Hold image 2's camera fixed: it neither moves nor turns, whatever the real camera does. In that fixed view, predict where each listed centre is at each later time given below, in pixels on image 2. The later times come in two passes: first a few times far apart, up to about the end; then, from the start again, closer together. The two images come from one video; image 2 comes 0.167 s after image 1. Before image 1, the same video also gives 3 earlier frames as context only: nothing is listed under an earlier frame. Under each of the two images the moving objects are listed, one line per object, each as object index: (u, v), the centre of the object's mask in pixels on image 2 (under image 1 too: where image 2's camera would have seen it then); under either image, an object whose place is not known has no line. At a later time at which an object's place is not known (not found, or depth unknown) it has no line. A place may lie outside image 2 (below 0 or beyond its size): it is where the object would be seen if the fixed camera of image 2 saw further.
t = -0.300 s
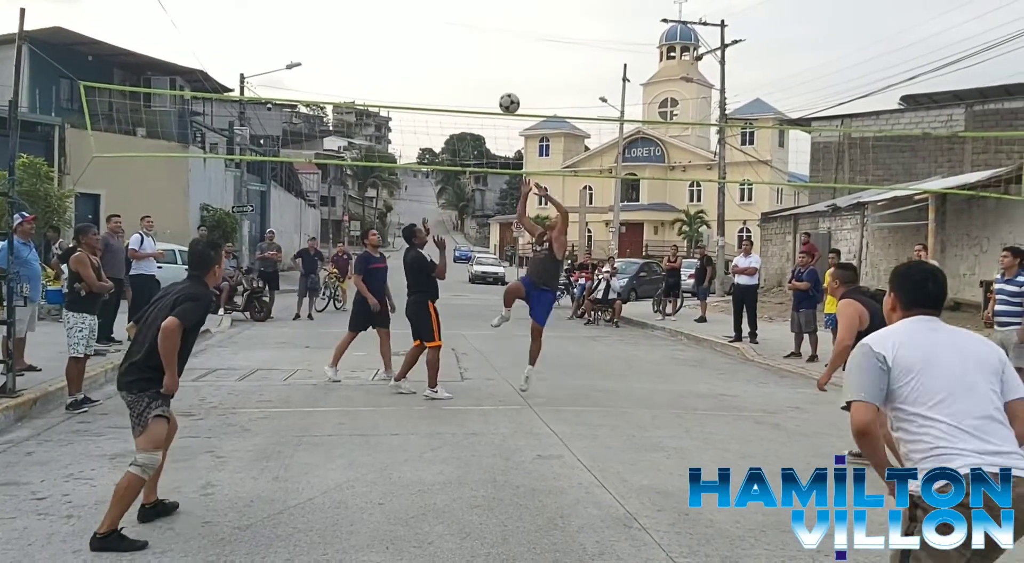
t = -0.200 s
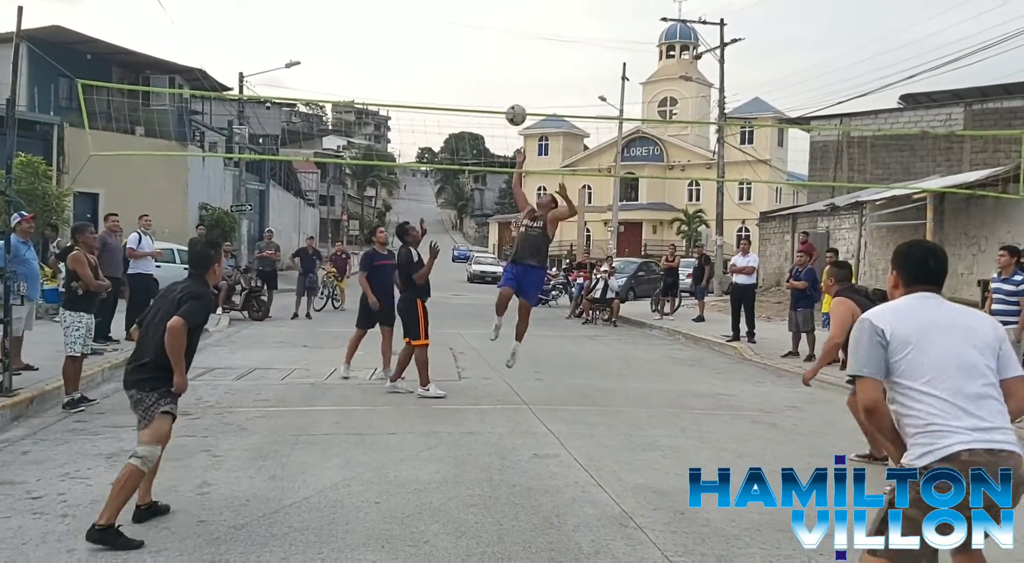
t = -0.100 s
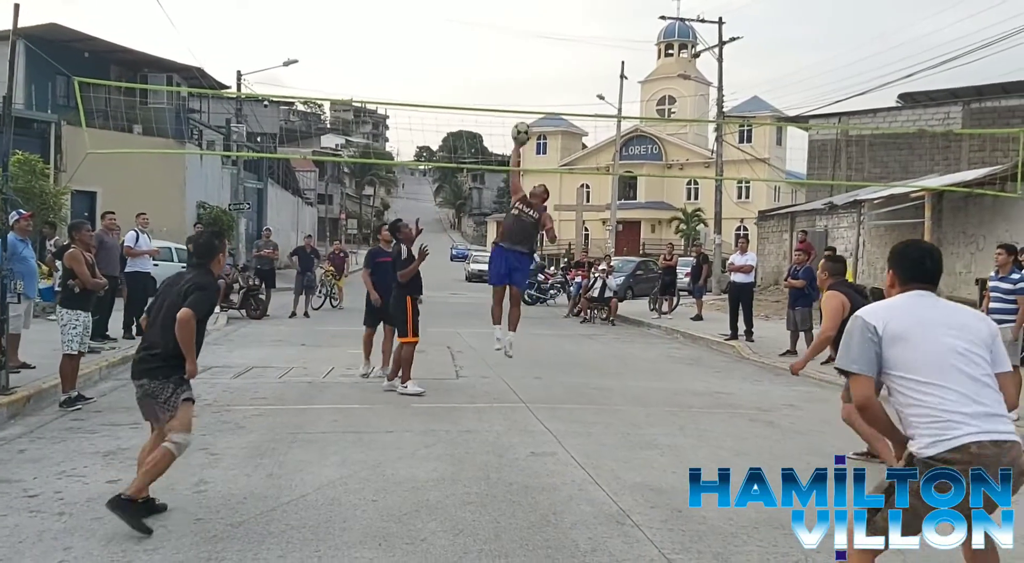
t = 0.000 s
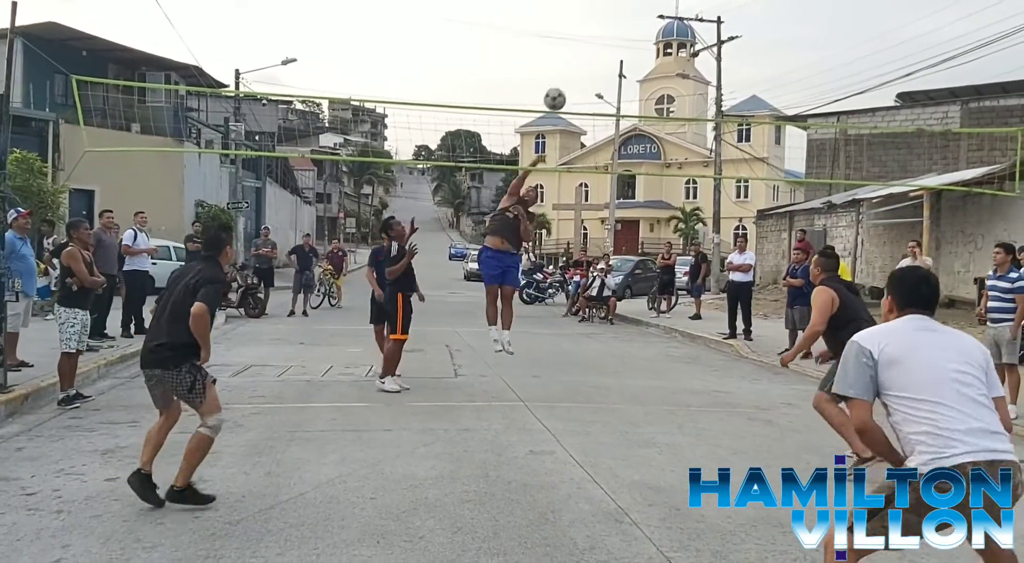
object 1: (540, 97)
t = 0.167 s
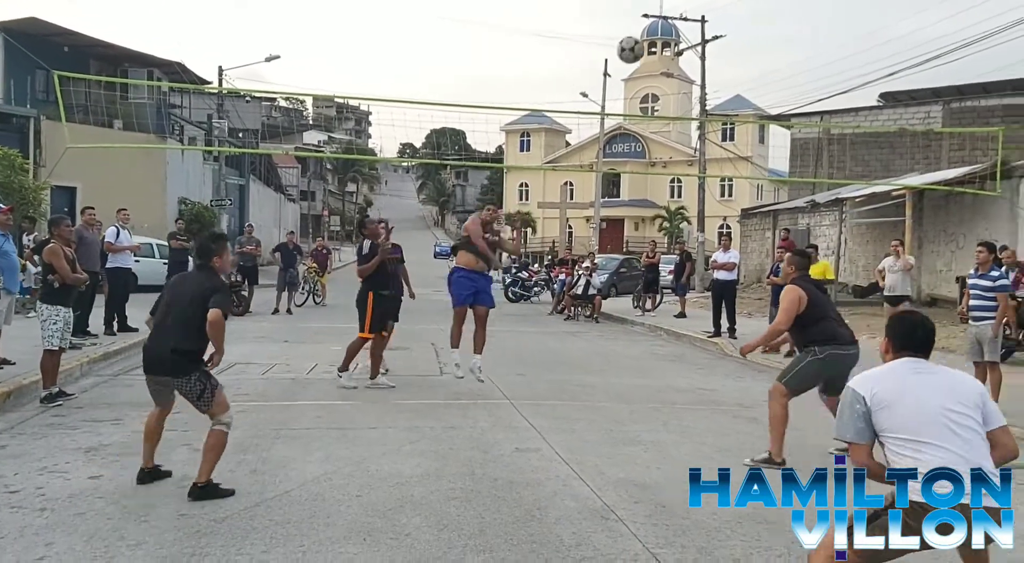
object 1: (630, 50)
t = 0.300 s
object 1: (725, 26)
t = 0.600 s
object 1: (1091, 56)
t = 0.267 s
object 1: (699, 30)
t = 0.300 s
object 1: (725, 26)
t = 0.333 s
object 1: (754, 22)
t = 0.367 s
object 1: (784, 20)
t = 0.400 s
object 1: (817, 19)
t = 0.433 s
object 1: (854, 20)
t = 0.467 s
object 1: (893, 22)
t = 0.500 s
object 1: (936, 26)
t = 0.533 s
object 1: (982, 32)
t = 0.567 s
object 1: (1034, 43)
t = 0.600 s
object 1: (1091, 56)
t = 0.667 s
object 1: (1226, 93)
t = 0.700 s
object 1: (1305, 120)
